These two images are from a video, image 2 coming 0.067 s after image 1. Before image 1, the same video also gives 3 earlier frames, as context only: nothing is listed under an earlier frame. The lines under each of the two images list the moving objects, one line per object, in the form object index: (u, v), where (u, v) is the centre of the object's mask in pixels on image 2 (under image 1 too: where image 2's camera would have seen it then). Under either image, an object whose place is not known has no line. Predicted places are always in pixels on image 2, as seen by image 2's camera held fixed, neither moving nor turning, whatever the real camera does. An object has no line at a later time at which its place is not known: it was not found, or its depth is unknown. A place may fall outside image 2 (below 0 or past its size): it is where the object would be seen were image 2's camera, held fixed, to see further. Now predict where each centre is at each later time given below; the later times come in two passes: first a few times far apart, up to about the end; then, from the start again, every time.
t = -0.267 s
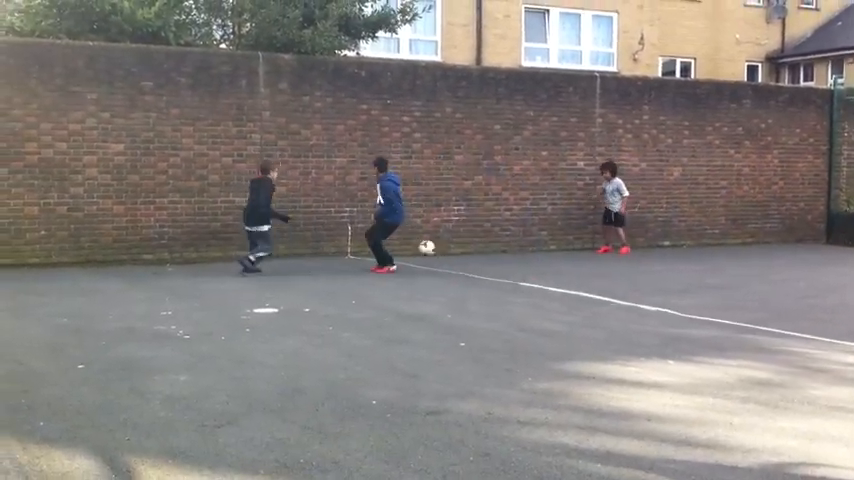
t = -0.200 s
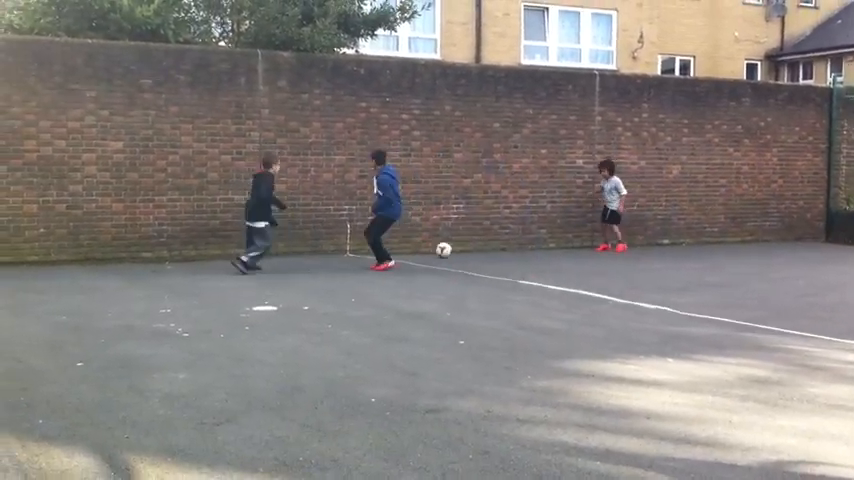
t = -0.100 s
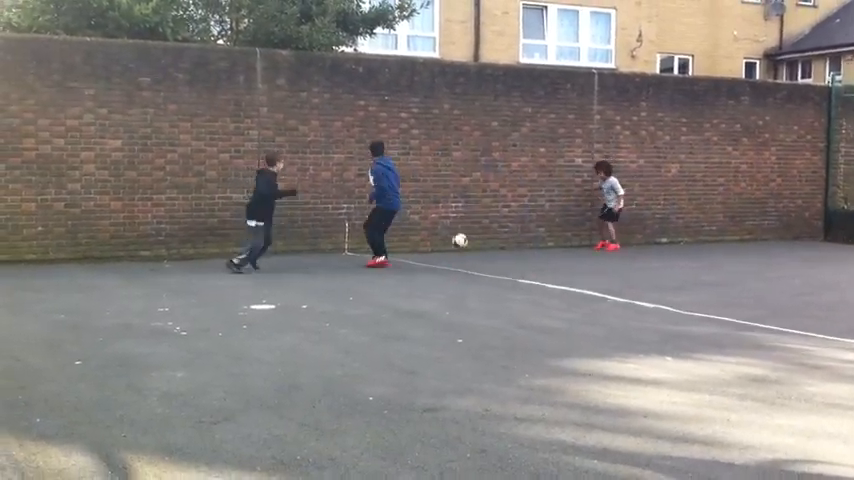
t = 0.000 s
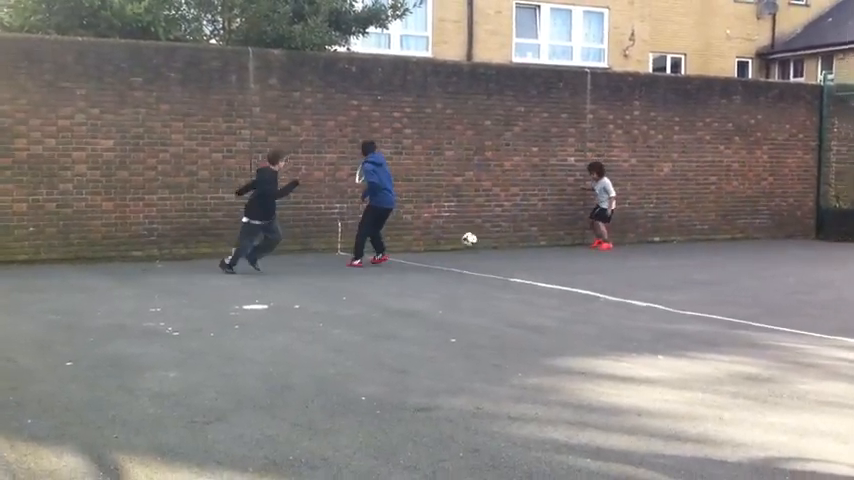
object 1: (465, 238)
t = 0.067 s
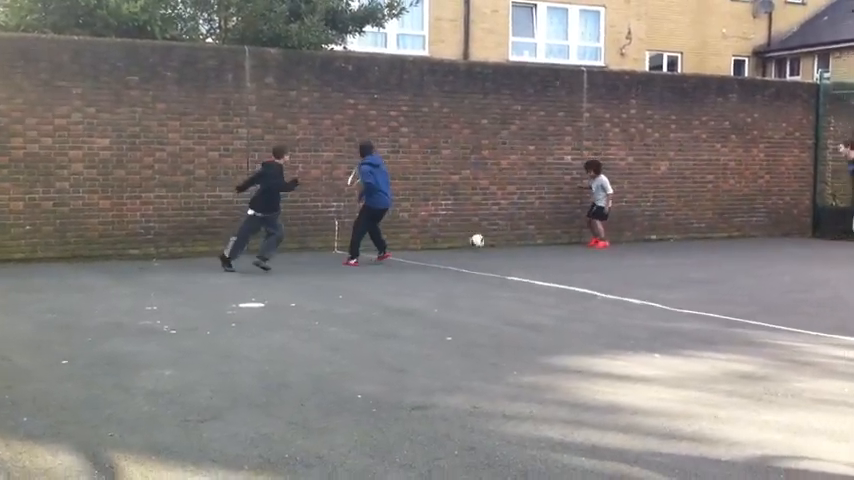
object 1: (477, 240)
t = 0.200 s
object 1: (495, 237)
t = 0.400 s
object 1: (526, 237)
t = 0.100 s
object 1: (480, 244)
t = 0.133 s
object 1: (485, 242)
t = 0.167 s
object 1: (490, 239)
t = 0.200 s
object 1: (495, 237)
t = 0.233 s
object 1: (500, 236)
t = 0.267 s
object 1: (504, 236)
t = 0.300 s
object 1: (508, 235)
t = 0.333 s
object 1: (512, 236)
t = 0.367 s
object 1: (518, 236)
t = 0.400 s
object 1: (526, 237)
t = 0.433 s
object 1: (531, 240)
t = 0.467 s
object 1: (536, 241)
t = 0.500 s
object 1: (542, 239)
